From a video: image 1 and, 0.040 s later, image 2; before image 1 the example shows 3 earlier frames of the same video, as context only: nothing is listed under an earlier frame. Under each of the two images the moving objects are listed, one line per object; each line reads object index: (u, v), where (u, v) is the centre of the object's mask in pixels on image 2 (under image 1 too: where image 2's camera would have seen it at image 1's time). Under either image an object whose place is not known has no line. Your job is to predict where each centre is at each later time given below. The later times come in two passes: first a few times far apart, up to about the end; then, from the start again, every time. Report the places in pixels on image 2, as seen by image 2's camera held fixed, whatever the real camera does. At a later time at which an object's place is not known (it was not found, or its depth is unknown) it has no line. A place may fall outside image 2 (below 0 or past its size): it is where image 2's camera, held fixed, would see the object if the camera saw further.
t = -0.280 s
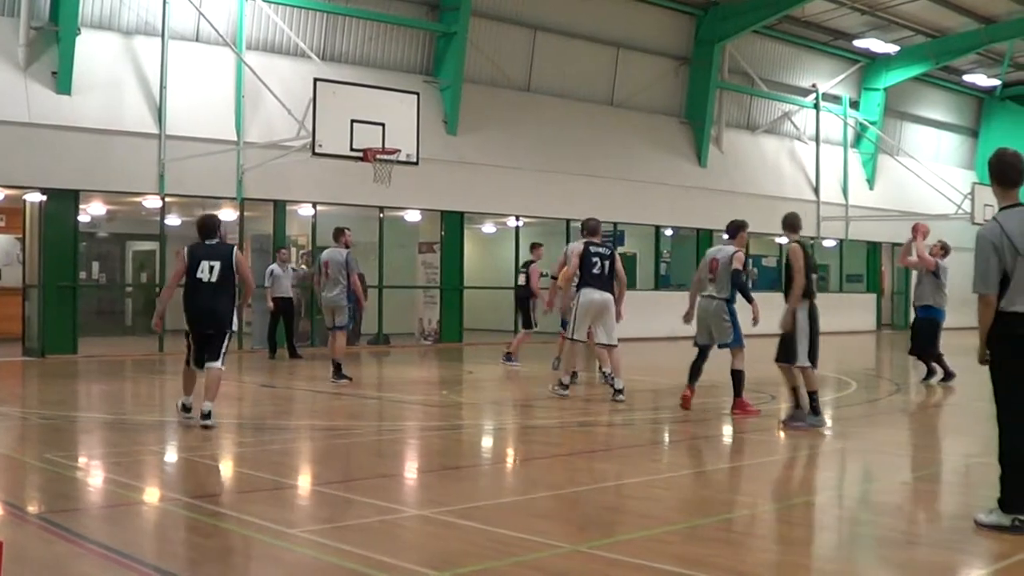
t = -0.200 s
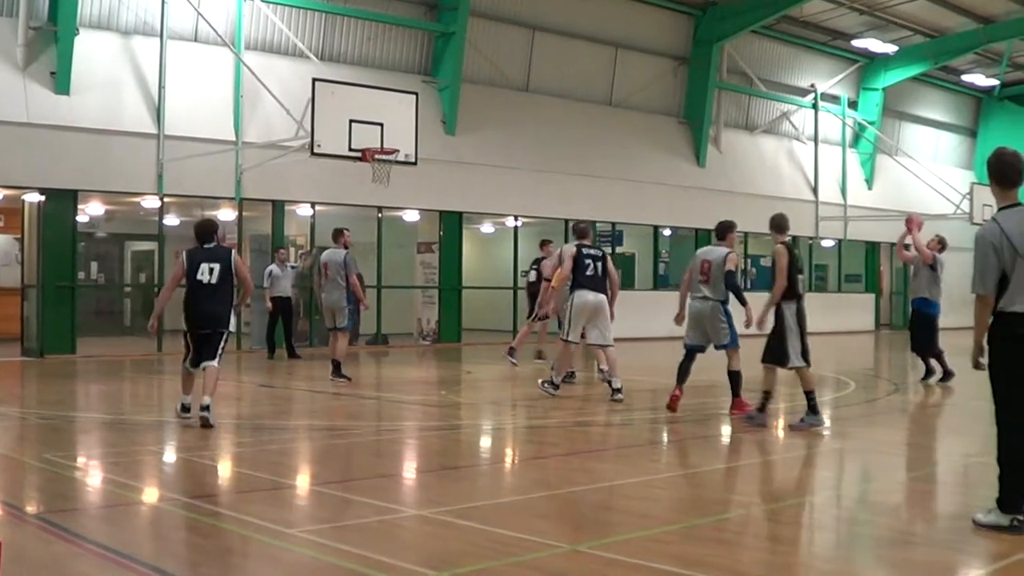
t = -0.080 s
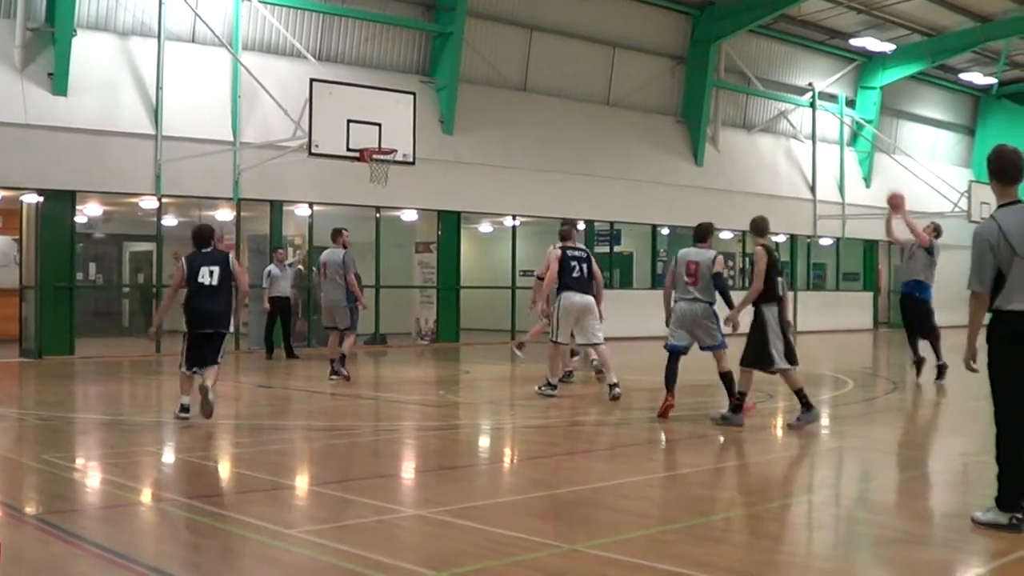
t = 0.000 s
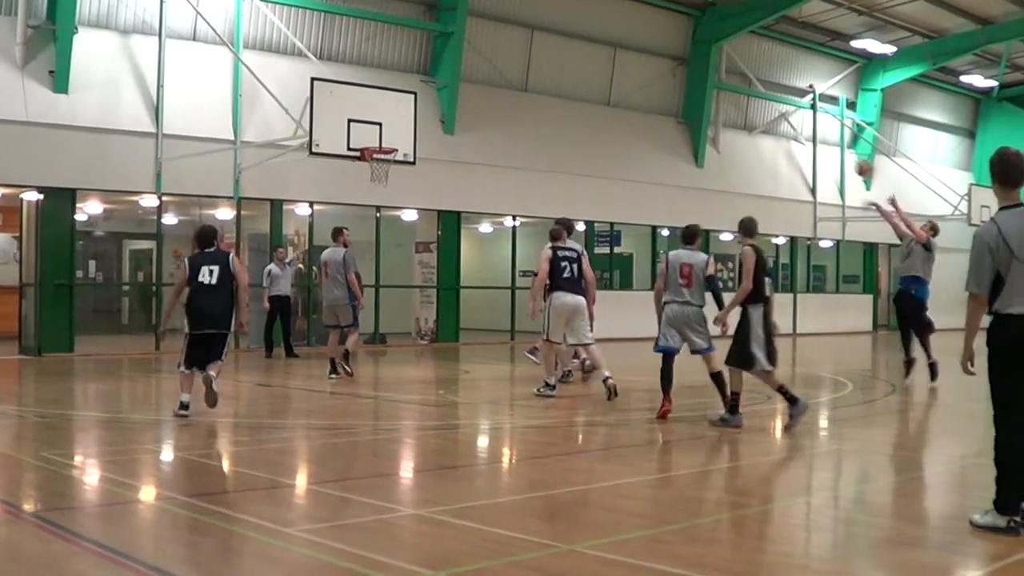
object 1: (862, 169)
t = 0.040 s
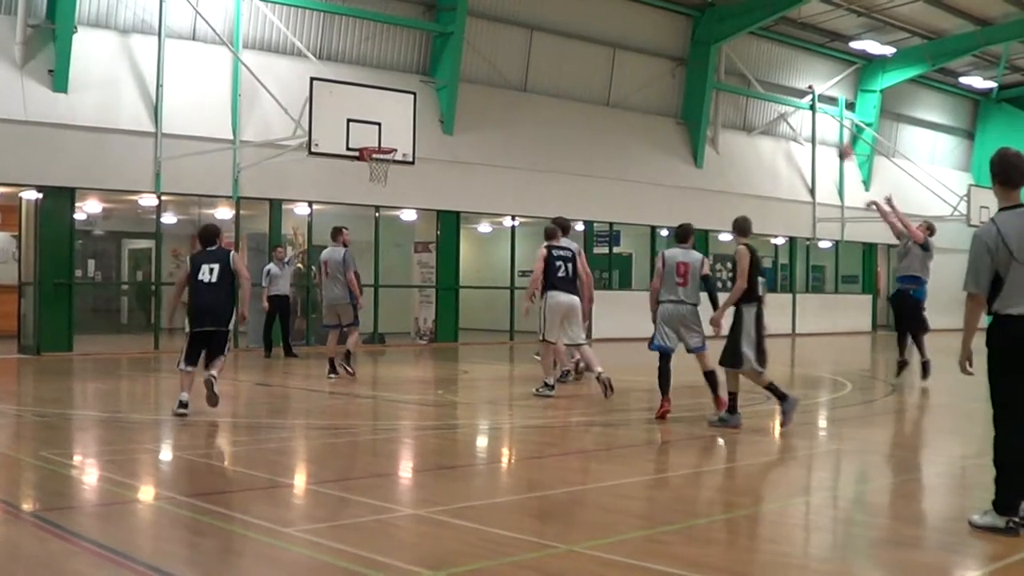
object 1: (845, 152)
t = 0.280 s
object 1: (736, 76)
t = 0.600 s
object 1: (597, 43)
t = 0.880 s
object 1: (480, 75)
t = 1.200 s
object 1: (365, 168)
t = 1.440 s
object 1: (359, 230)
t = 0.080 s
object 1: (825, 136)
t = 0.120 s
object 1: (807, 122)
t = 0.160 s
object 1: (789, 109)
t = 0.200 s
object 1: (771, 97)
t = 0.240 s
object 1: (752, 85)
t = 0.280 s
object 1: (736, 76)
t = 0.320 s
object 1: (719, 67)
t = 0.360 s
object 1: (699, 60)
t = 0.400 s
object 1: (684, 55)
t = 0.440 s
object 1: (666, 49)
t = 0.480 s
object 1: (647, 45)
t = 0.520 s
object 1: (631, 43)
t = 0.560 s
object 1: (614, 43)
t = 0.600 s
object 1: (597, 43)
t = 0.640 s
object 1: (580, 44)
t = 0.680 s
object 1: (562, 45)
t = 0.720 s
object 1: (546, 49)
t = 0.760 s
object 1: (530, 54)
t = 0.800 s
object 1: (512, 60)
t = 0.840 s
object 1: (496, 66)
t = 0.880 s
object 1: (480, 75)
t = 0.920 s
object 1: (463, 82)
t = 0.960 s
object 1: (448, 93)
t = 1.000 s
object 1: (431, 105)
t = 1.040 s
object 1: (416, 116)
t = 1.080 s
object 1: (399, 129)
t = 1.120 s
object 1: (382, 144)
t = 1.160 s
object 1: (368, 158)
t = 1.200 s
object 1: (365, 168)
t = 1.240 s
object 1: (363, 175)
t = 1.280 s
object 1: (362, 184)
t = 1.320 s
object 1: (362, 194)
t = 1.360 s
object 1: (361, 205)
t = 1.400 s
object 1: (360, 217)
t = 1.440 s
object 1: (359, 230)
